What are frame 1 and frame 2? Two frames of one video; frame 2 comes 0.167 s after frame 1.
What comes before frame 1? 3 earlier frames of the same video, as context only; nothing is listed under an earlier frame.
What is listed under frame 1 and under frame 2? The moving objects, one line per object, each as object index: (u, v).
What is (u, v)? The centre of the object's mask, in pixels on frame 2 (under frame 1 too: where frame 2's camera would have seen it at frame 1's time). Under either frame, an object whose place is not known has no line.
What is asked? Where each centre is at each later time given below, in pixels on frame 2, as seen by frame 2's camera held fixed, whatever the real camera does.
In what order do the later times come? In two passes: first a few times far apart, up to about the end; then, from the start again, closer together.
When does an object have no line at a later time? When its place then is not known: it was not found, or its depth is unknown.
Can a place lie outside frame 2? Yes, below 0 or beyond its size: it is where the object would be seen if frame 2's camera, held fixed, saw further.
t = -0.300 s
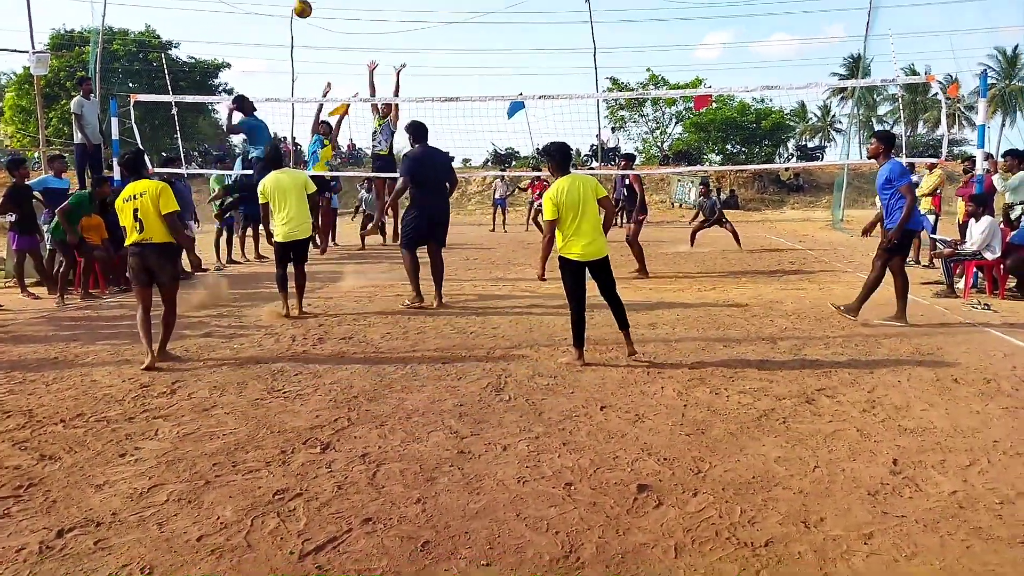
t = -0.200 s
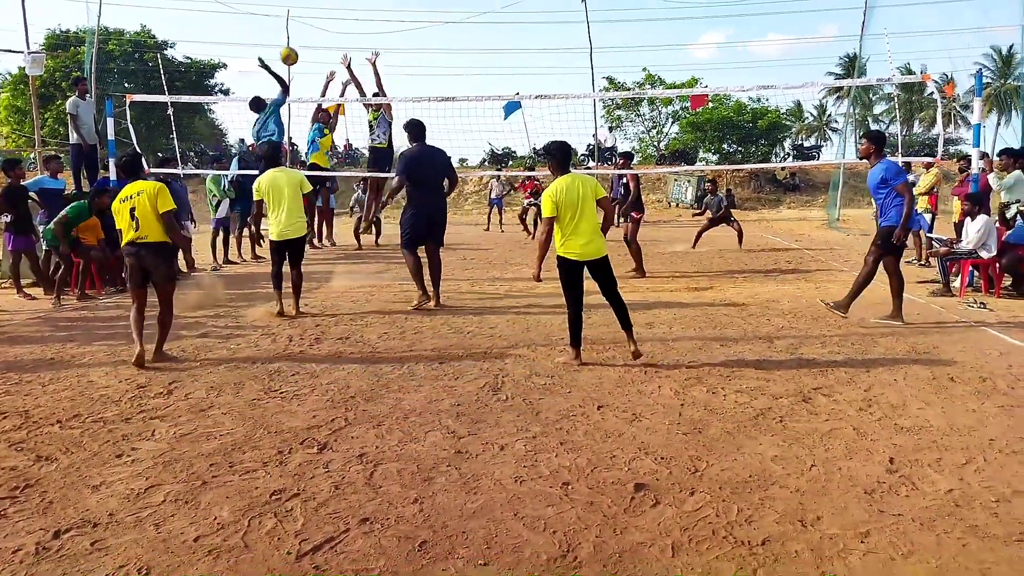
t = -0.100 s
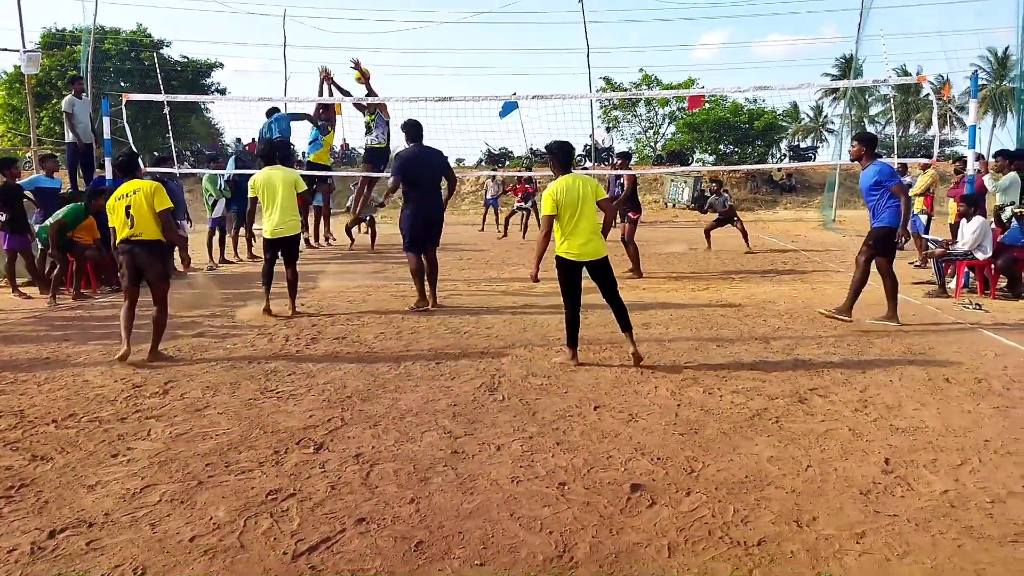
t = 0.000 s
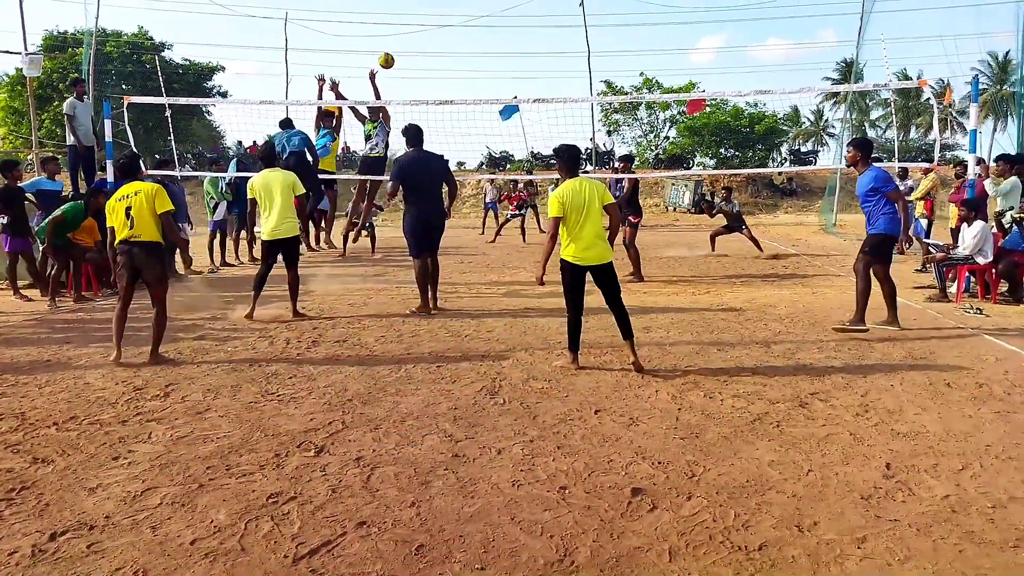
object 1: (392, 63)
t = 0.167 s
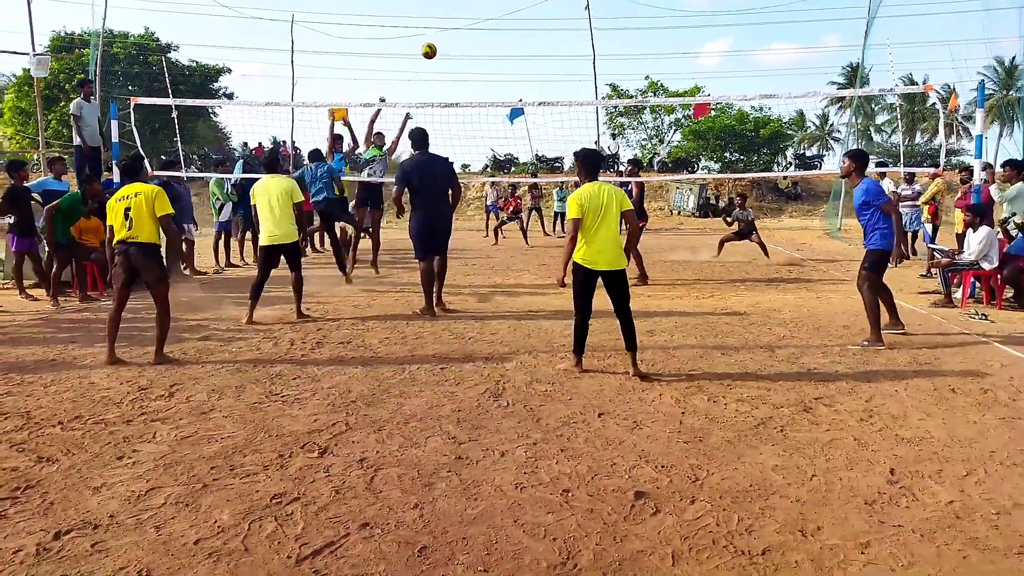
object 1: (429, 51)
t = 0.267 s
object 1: (450, 55)
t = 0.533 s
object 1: (500, 102)
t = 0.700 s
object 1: (526, 155)
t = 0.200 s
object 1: (436, 51)
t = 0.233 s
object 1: (443, 53)
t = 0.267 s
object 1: (450, 55)
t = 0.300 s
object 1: (457, 58)
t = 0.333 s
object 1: (463, 62)
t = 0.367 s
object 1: (469, 67)
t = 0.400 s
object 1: (476, 73)
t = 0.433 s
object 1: (482, 79)
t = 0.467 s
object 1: (488, 86)
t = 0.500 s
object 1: (494, 94)
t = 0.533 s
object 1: (500, 102)
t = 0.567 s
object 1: (505, 114)
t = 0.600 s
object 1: (511, 122)
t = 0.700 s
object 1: (526, 155)
